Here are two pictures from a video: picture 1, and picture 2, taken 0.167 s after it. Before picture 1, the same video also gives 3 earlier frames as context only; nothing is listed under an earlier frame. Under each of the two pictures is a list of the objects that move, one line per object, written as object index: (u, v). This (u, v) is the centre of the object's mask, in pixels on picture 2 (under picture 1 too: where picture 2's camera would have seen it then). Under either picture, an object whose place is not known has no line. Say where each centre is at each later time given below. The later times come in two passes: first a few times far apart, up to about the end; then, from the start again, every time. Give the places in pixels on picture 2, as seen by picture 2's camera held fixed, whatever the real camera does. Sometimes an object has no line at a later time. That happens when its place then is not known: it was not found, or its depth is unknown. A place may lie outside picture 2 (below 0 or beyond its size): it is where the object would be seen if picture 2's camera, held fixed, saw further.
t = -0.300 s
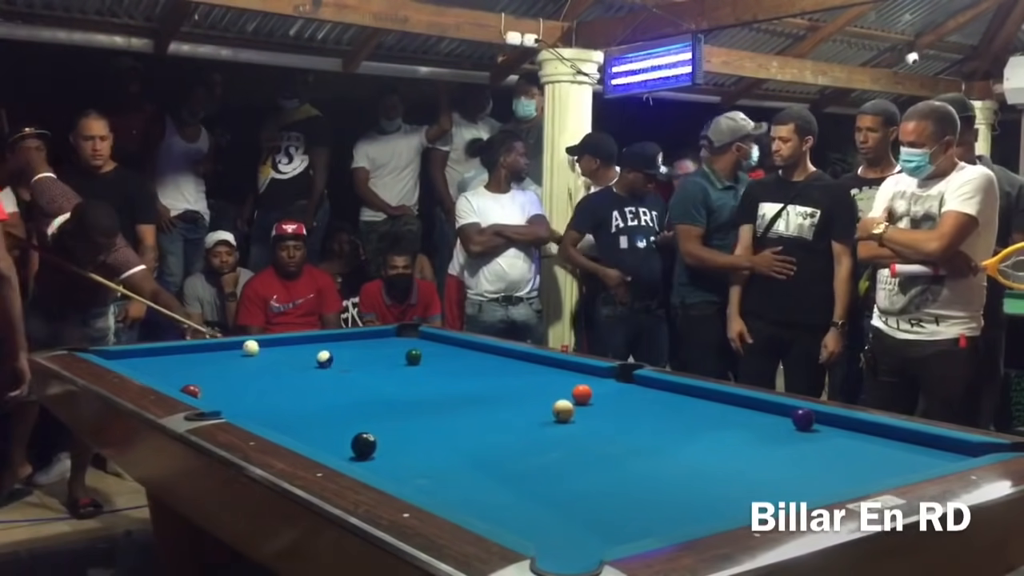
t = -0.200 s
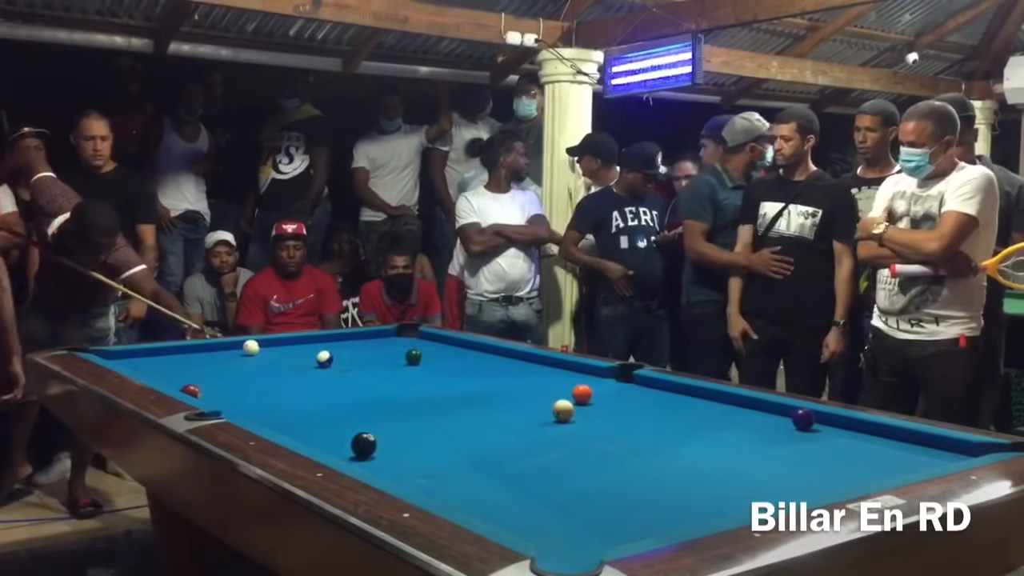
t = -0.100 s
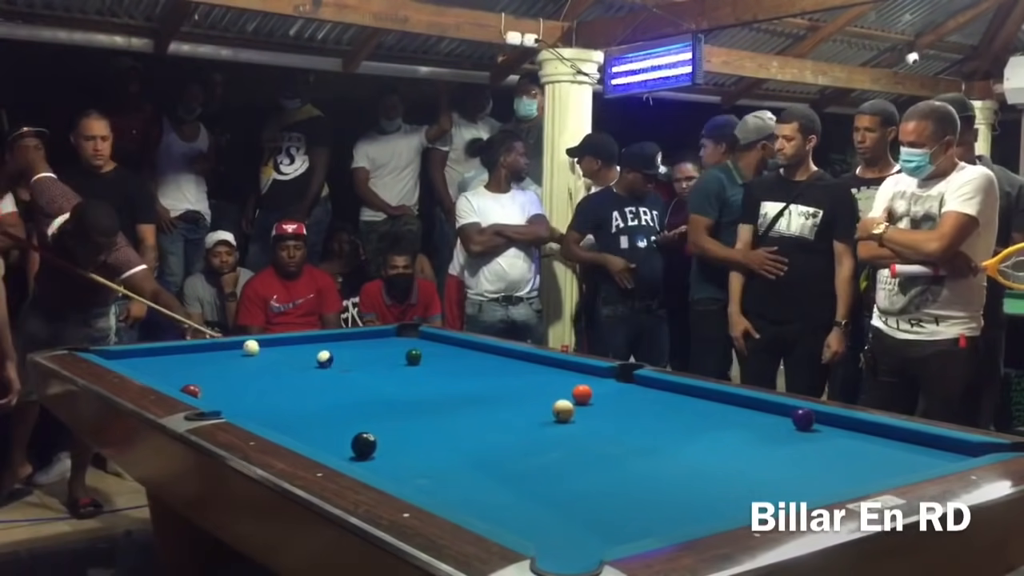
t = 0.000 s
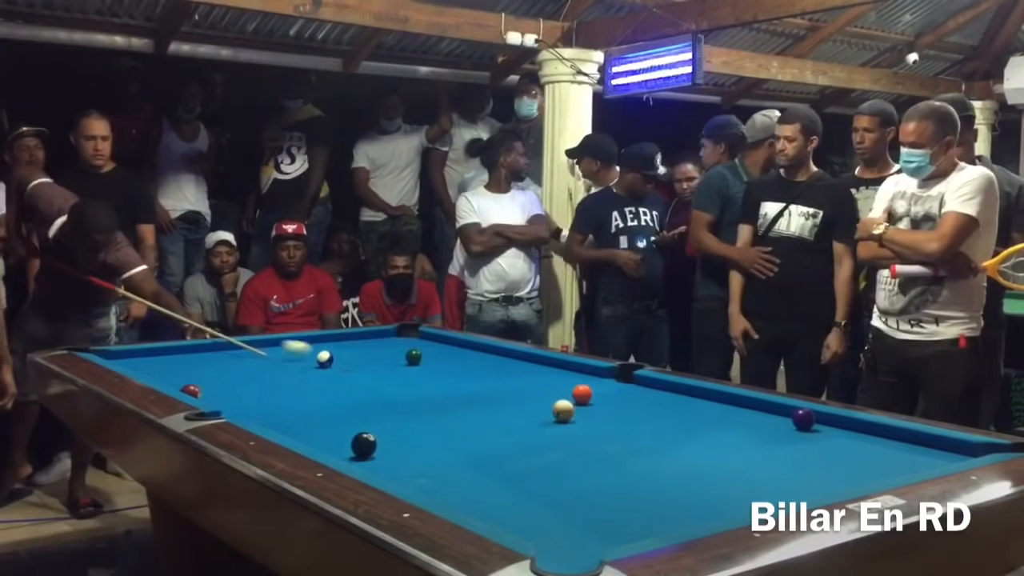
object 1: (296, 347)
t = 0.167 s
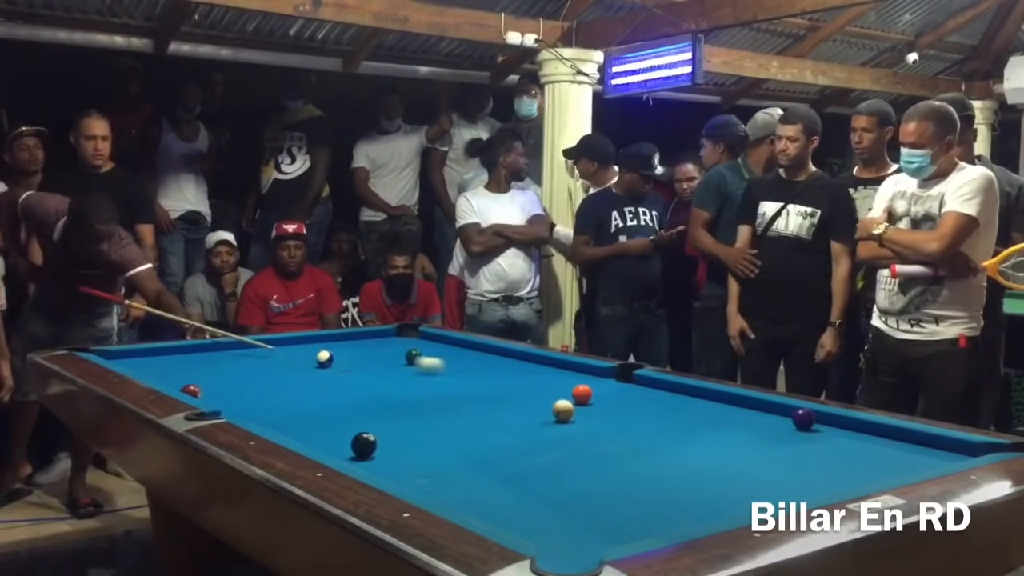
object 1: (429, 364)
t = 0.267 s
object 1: (508, 372)
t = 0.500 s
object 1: (678, 392)
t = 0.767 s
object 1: (778, 418)
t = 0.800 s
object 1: (777, 420)
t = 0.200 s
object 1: (456, 366)
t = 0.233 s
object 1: (483, 369)
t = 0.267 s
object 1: (508, 372)
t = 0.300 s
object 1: (535, 374)
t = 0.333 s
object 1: (560, 377)
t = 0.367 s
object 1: (585, 379)
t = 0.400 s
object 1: (609, 384)
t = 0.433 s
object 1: (633, 386)
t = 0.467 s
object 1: (655, 389)
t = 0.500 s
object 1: (678, 392)
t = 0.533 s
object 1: (701, 394)
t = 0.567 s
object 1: (726, 397)
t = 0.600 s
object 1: (747, 401)
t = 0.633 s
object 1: (760, 405)
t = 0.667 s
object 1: (774, 410)
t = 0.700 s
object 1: (783, 415)
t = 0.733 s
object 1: (780, 416)
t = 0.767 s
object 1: (778, 418)
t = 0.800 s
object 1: (777, 420)
